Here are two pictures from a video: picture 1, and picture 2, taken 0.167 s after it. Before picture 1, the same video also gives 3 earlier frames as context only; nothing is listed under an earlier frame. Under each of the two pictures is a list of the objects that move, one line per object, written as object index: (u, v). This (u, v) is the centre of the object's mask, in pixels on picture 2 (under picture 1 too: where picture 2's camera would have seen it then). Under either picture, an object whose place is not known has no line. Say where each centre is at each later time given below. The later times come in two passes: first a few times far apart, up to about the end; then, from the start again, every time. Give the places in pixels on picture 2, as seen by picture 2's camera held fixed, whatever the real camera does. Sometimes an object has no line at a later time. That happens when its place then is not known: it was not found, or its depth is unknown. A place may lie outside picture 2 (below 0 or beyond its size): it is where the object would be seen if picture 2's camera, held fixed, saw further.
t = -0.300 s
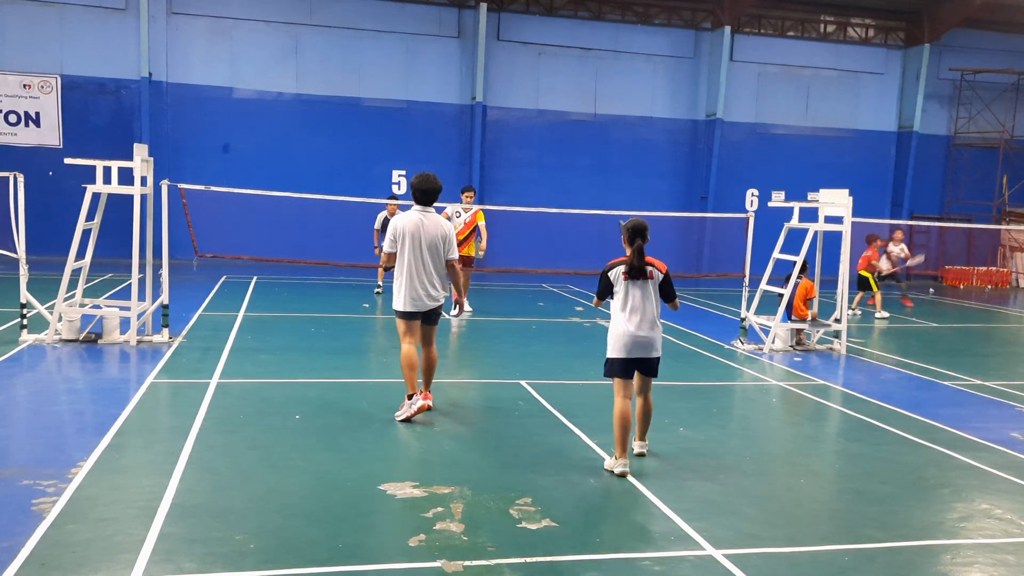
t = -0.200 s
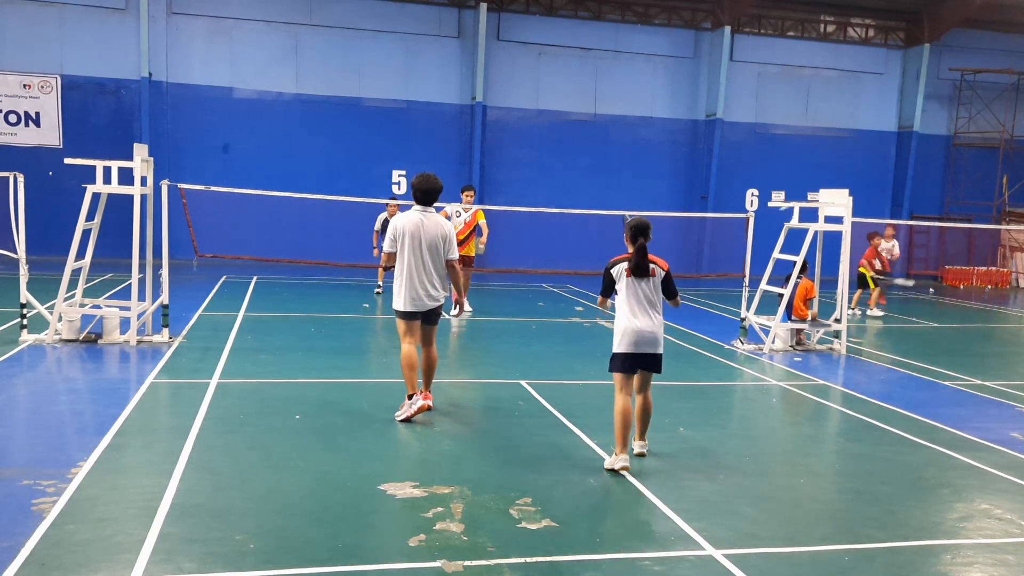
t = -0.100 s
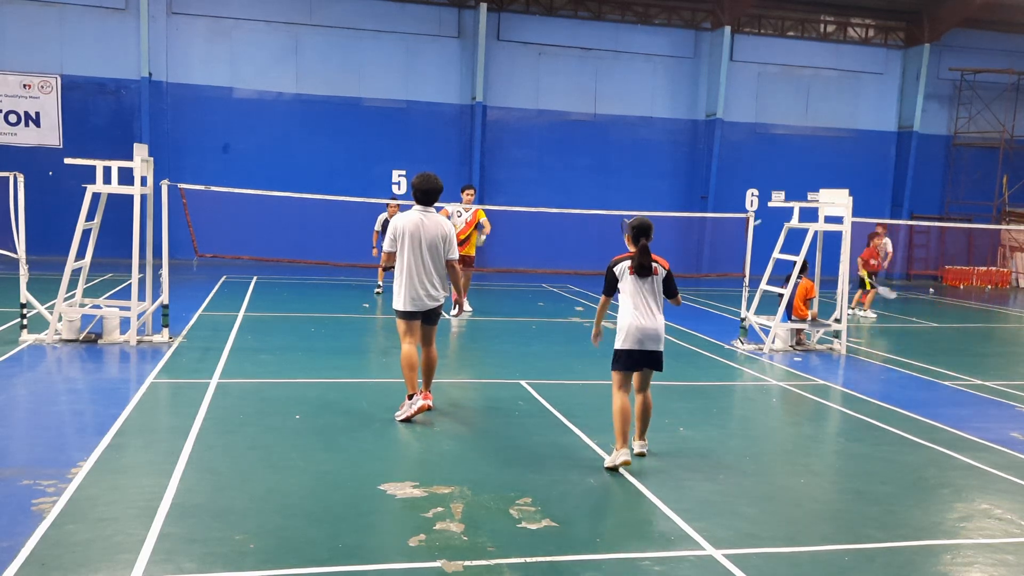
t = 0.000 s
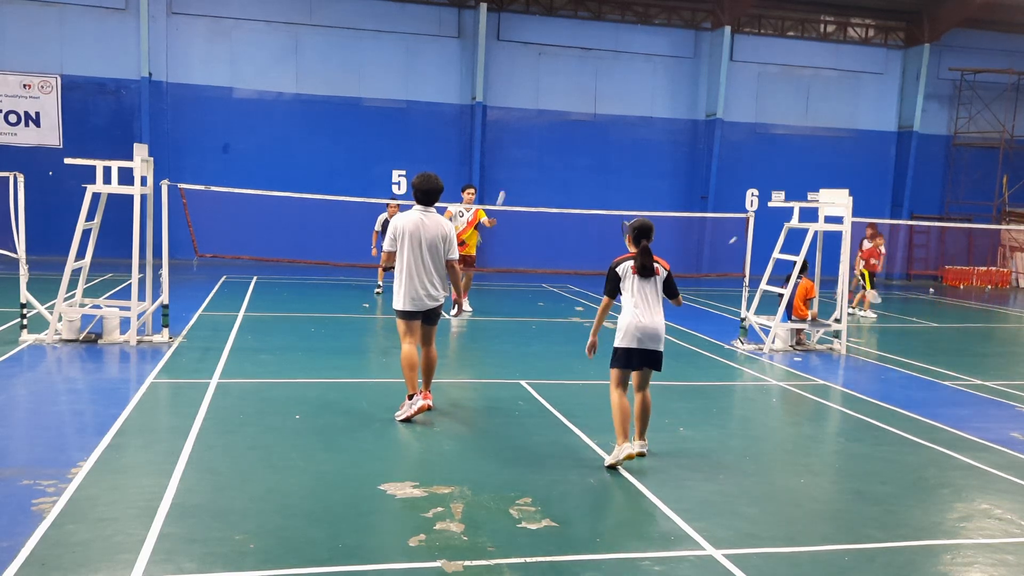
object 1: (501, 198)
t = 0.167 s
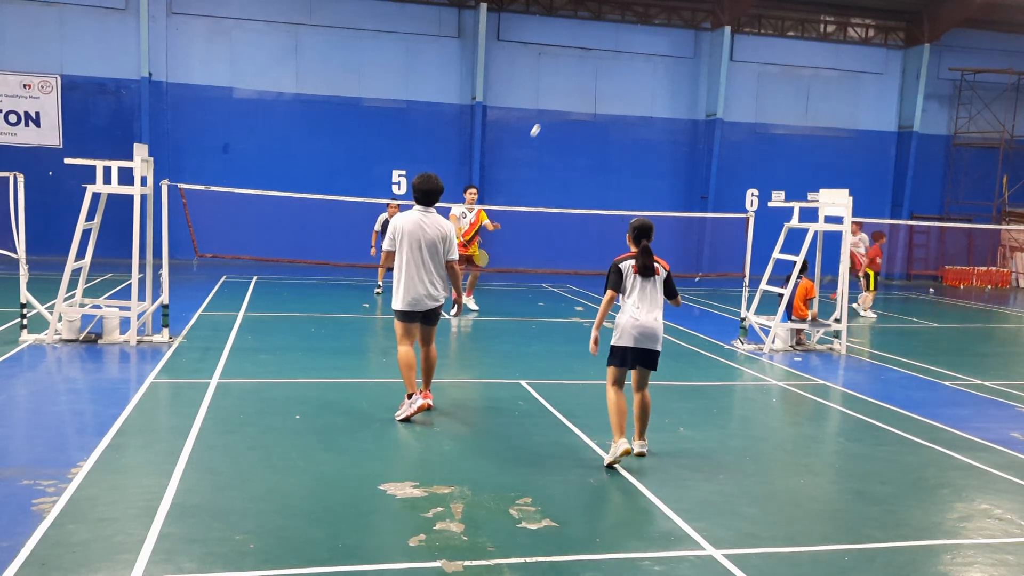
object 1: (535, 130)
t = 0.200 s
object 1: (541, 120)
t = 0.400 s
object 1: (578, 85)
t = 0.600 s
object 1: (612, 98)
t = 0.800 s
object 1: (641, 171)
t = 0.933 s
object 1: (656, 257)
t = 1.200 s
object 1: (675, 513)
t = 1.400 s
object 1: (680, 476)
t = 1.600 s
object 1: (674, 482)
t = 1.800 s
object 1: (670, 524)
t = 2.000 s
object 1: (665, 531)
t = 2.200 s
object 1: (662, 539)
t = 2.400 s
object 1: (660, 540)
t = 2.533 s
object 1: (661, 540)
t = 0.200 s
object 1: (541, 120)
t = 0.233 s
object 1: (547, 112)
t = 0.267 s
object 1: (554, 104)
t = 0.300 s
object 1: (560, 98)
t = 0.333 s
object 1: (566, 92)
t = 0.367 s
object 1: (573, 88)
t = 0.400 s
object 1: (578, 85)
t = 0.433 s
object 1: (584, 84)
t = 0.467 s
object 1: (590, 84)
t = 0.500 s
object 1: (596, 85)
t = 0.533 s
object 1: (602, 87)
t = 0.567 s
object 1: (607, 92)
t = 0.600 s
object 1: (612, 98)
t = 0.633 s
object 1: (617, 105)
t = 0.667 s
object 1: (623, 115)
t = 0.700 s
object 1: (627, 126)
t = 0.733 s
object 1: (632, 140)
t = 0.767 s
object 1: (637, 154)
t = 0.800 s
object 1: (641, 171)
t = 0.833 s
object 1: (646, 190)
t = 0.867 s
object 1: (649, 211)
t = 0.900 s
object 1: (653, 233)
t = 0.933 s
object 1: (656, 257)
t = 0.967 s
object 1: (659, 282)
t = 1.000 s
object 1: (662, 309)
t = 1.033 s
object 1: (666, 341)
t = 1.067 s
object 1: (668, 372)
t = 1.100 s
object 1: (670, 406)
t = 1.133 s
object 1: (671, 441)
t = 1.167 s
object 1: (673, 477)
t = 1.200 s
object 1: (675, 513)
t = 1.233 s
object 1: (678, 510)
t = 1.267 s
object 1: (680, 500)
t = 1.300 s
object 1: (681, 493)
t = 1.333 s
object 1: (681, 487)
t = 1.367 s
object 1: (680, 480)
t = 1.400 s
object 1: (680, 476)
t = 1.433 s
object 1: (679, 472)
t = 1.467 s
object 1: (677, 468)
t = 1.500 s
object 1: (675, 466)
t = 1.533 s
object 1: (674, 468)
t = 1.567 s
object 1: (674, 474)
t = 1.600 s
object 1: (674, 482)
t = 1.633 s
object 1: (674, 493)
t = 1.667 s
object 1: (673, 504)
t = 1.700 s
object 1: (670, 521)
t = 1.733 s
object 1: (670, 530)
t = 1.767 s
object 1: (671, 527)
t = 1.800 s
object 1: (670, 524)
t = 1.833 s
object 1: (670, 524)
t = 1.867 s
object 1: (669, 526)
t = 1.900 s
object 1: (667, 530)
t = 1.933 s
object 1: (665, 535)
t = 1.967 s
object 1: (665, 534)
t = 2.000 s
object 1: (665, 531)
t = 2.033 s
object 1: (665, 531)
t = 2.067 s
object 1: (665, 532)
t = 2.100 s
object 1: (664, 535)
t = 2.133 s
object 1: (663, 539)
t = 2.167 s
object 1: (663, 539)
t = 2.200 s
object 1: (662, 539)
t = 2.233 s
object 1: (662, 540)
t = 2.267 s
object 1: (661, 540)
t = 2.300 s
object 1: (661, 540)
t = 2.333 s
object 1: (661, 540)
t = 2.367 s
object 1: (661, 540)
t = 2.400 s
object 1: (660, 540)
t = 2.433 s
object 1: (661, 540)
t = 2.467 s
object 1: (661, 540)
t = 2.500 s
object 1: (661, 540)
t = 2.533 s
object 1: (661, 540)
